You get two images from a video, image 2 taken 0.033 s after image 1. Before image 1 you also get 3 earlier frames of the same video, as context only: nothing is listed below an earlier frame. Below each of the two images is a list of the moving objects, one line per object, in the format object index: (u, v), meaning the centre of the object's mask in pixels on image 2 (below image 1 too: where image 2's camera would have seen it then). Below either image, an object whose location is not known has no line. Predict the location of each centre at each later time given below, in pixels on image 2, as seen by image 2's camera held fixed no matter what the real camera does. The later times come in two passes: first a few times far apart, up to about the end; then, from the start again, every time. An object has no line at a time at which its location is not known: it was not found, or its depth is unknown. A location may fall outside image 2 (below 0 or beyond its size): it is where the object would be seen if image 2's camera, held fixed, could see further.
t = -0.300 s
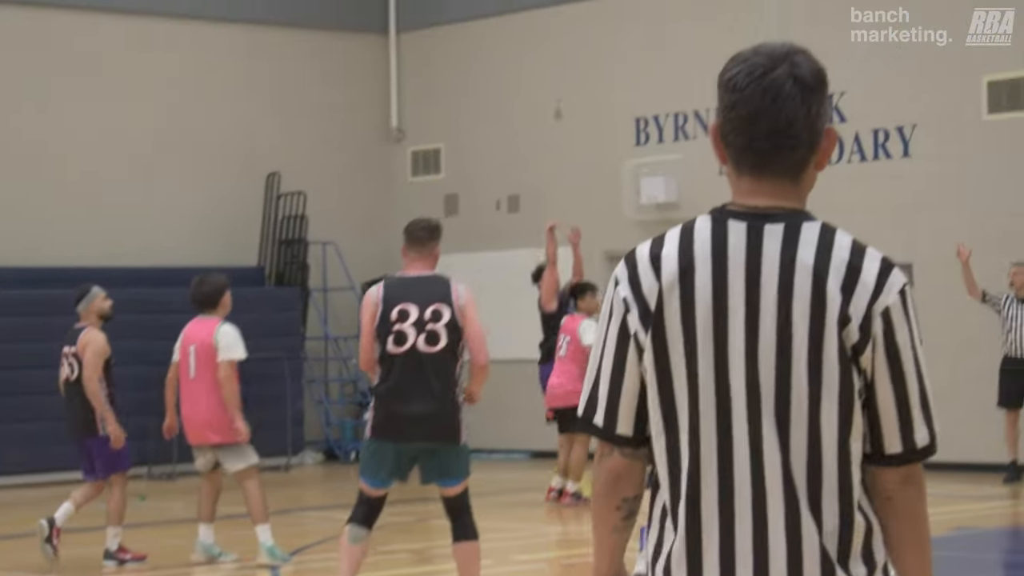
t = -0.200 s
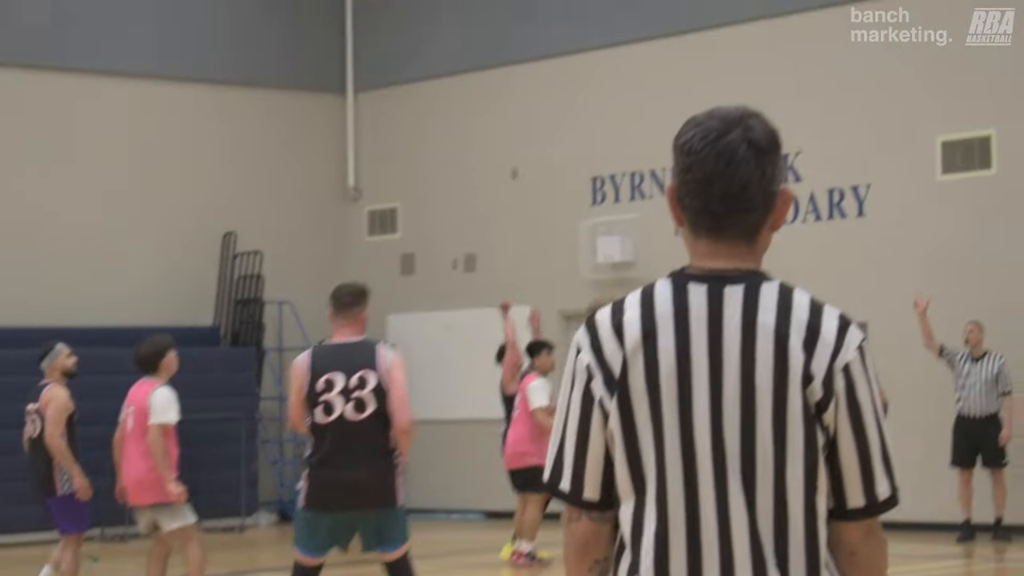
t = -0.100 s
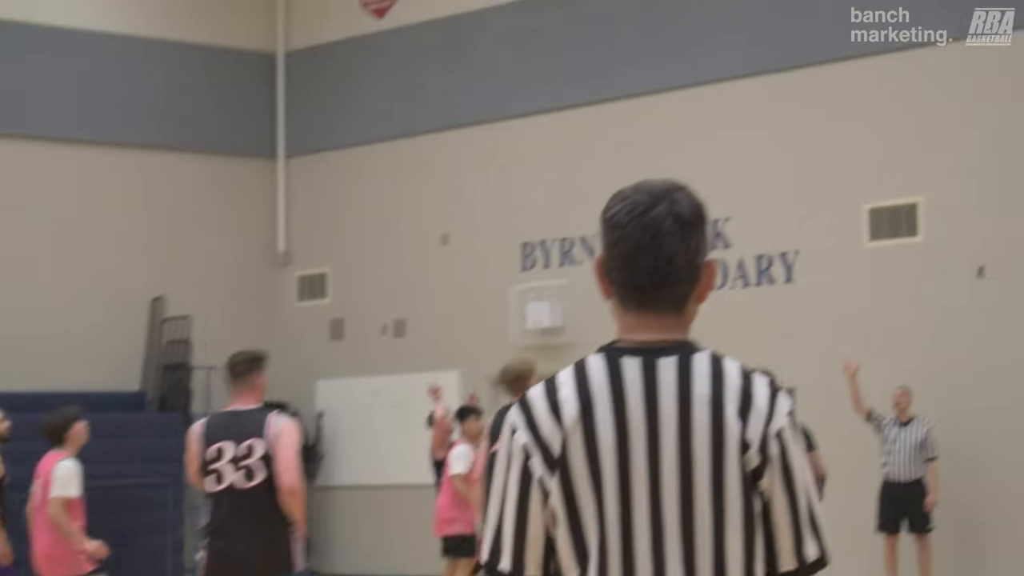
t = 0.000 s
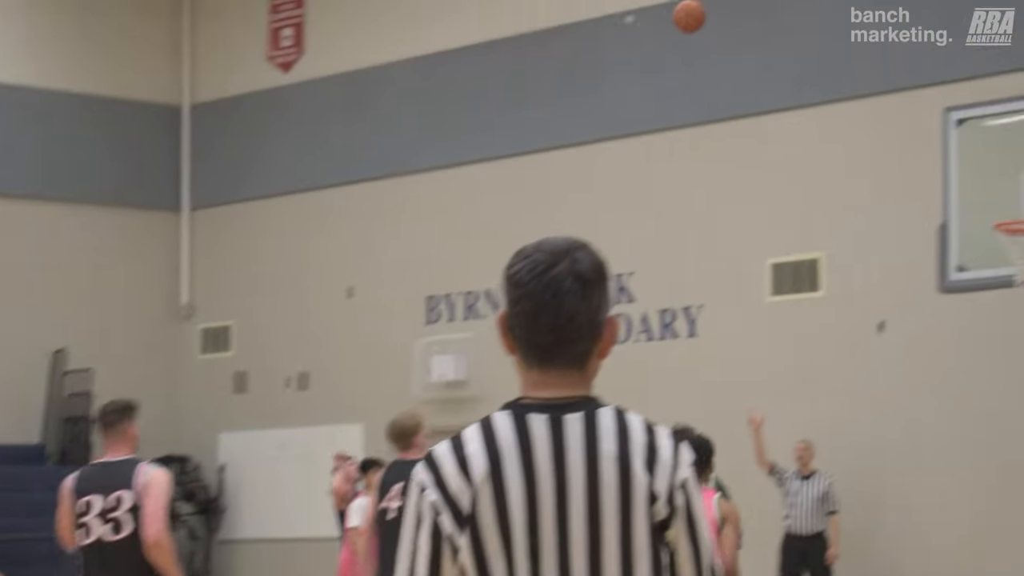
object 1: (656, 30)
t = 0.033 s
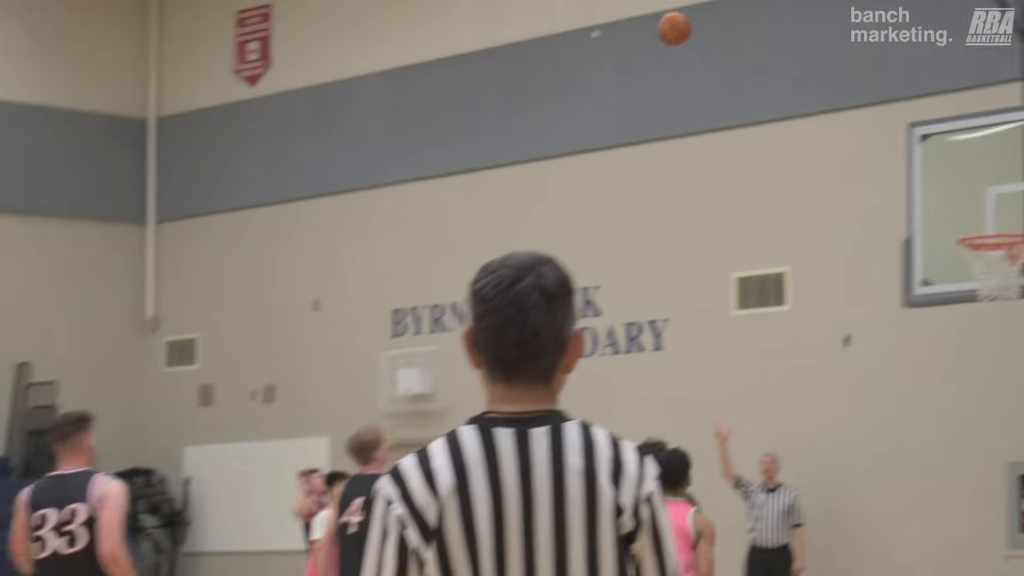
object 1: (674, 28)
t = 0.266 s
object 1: (809, 50)
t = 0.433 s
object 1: (921, 112)
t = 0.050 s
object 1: (683, 27)
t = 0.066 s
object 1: (692, 27)
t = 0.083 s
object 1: (701, 27)
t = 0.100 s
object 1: (711, 27)
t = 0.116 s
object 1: (720, 27)
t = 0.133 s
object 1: (729, 28)
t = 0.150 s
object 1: (739, 30)
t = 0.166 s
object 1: (749, 31)
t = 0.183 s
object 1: (759, 33)
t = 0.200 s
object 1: (768, 36)
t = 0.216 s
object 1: (779, 38)
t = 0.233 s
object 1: (789, 41)
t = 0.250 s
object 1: (799, 45)
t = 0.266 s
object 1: (809, 50)
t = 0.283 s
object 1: (820, 54)
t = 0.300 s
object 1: (831, 58)
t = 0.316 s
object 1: (842, 64)
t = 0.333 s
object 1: (853, 69)
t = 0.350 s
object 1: (864, 75)
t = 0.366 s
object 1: (875, 82)
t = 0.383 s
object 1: (886, 89)
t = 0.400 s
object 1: (898, 96)
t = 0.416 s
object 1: (909, 104)
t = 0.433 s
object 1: (921, 112)
